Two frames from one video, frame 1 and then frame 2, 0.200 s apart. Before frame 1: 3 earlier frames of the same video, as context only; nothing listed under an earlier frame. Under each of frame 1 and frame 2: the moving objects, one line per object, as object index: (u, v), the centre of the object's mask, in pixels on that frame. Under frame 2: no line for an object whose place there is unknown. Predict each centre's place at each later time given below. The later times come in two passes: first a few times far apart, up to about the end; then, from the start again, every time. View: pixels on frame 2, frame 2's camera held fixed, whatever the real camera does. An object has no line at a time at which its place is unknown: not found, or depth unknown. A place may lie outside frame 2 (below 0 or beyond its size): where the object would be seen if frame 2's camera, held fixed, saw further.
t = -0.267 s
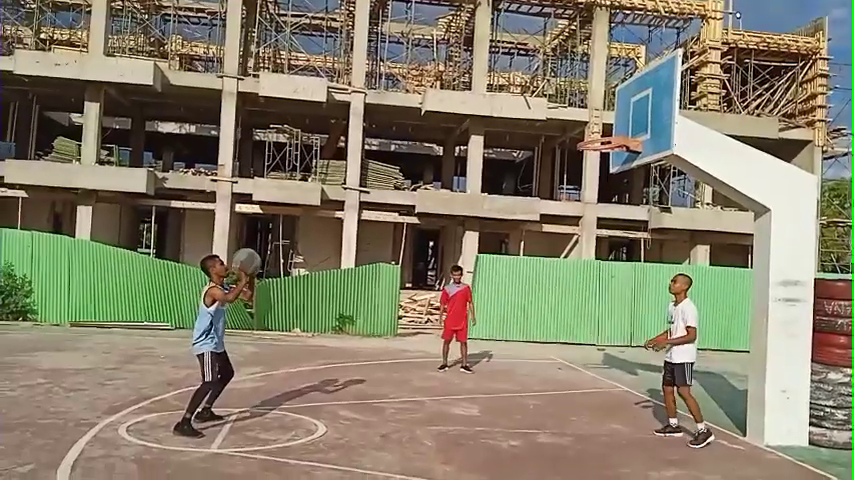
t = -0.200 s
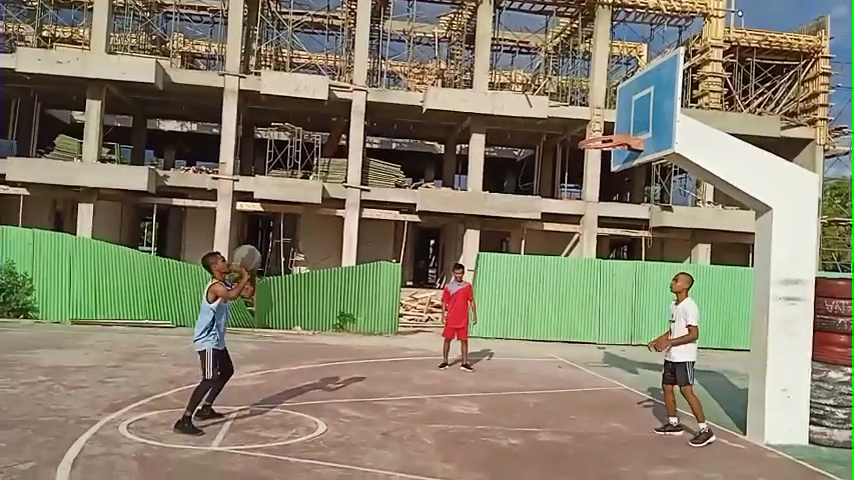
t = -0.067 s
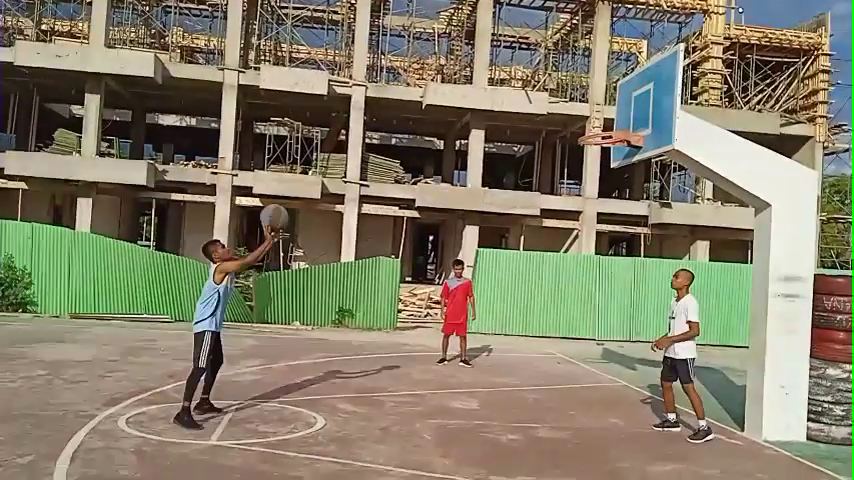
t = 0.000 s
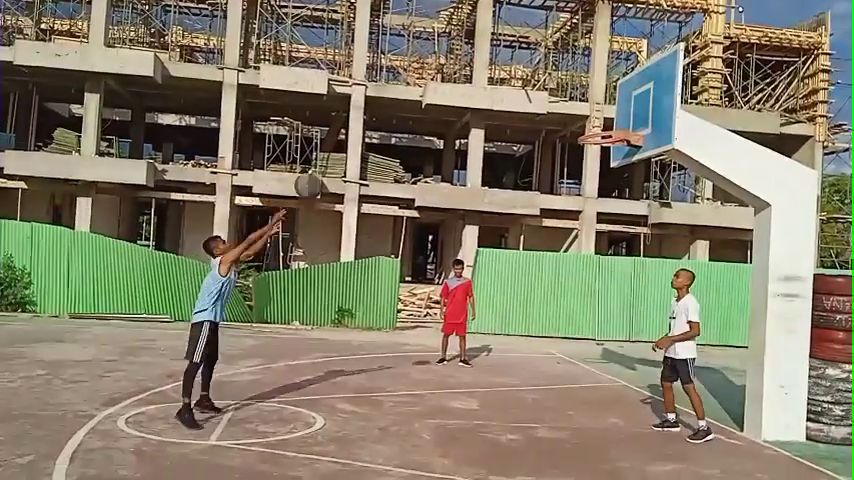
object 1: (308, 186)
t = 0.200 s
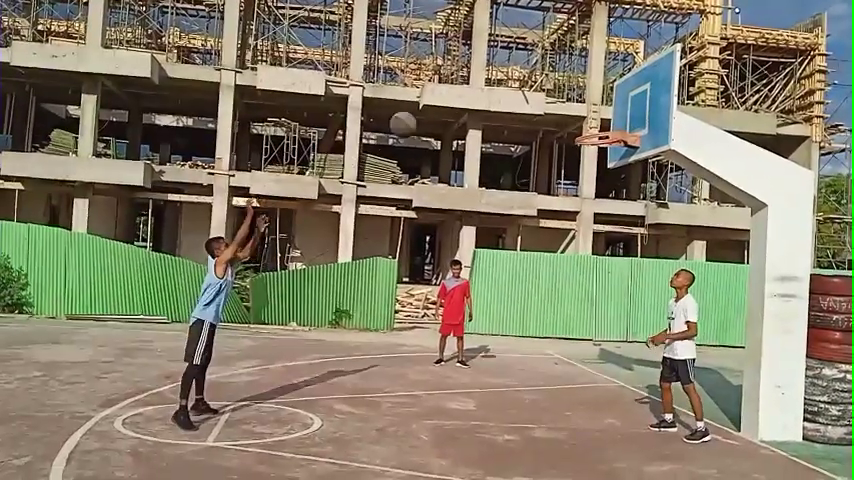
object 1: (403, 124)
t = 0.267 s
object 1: (433, 113)
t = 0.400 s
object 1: (493, 105)
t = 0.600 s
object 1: (575, 125)
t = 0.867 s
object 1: (614, 121)
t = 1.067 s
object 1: (615, 103)
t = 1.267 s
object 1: (604, 121)
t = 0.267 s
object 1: (433, 113)
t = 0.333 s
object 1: (464, 107)
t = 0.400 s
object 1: (493, 105)
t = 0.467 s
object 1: (522, 107)
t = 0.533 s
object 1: (550, 115)
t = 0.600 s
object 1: (575, 125)
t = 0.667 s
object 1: (586, 119)
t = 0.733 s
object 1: (597, 118)
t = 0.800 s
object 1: (606, 120)
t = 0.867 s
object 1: (614, 121)
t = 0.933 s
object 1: (620, 113)
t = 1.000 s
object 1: (618, 107)
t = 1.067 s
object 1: (615, 103)
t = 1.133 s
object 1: (613, 105)
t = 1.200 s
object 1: (608, 112)
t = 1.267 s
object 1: (604, 121)
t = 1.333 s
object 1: (599, 138)
